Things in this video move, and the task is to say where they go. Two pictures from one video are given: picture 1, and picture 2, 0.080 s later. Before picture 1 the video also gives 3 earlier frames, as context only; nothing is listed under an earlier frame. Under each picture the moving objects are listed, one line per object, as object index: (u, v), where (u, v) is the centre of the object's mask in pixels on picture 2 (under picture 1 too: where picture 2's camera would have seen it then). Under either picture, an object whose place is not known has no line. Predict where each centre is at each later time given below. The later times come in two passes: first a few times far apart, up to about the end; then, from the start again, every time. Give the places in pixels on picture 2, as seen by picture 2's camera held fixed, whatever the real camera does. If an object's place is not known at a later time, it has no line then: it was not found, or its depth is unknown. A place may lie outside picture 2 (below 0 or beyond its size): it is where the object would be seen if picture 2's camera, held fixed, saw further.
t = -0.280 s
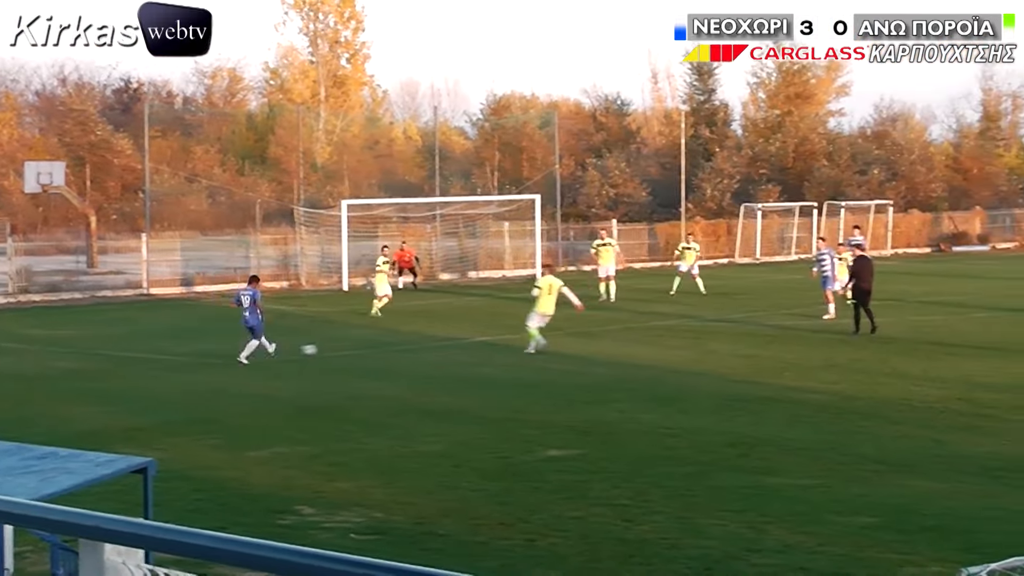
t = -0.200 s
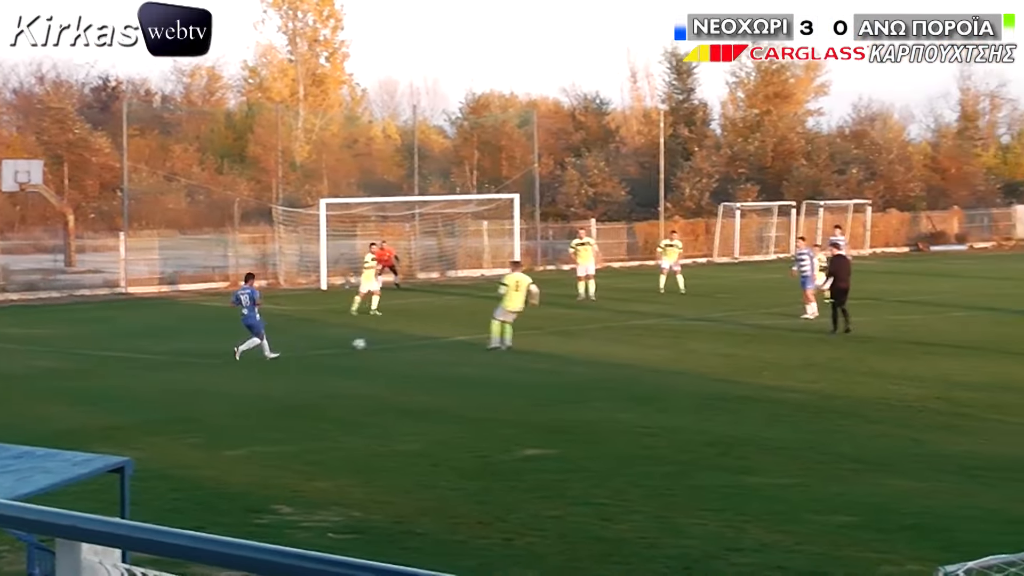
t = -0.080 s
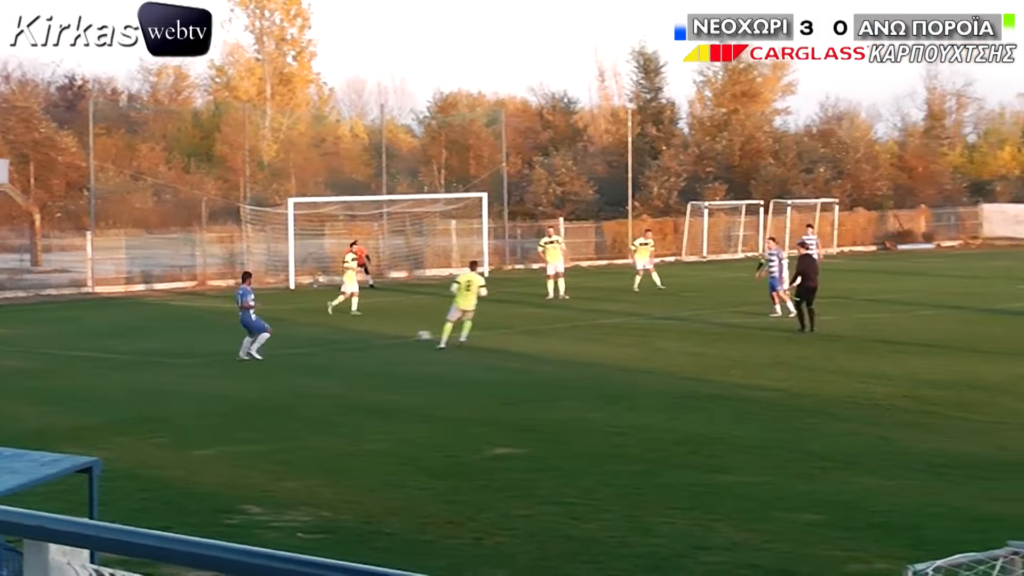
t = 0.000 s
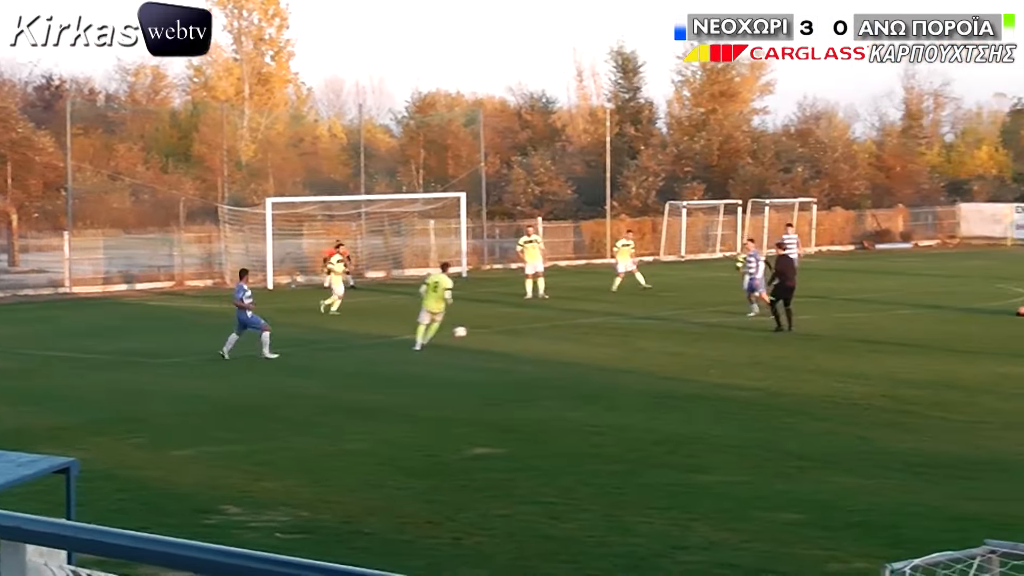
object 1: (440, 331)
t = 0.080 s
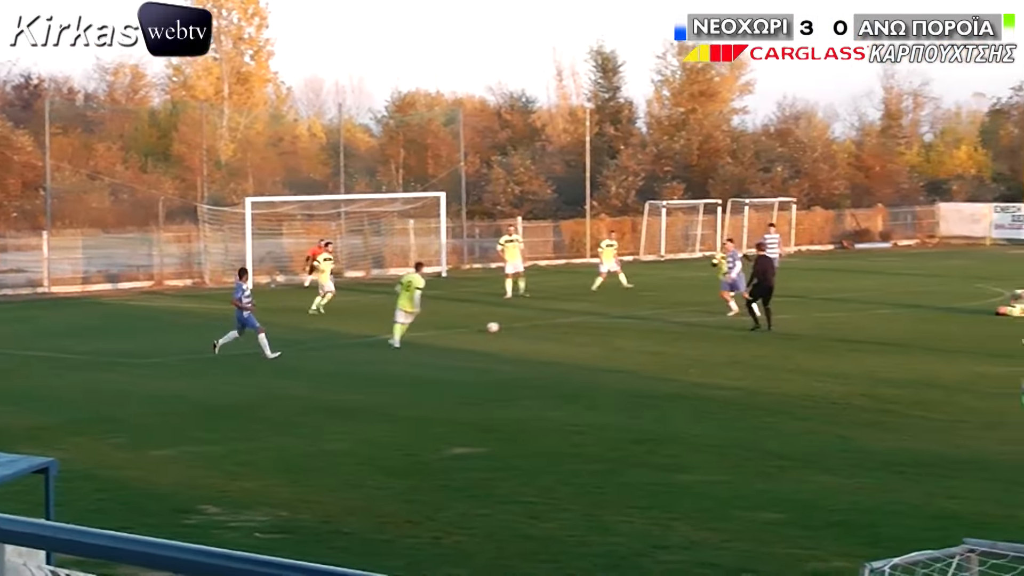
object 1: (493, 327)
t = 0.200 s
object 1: (564, 322)
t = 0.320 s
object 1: (629, 318)
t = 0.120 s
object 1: (518, 326)
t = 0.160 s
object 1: (542, 325)
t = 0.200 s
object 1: (564, 322)
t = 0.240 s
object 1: (587, 320)
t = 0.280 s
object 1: (608, 319)
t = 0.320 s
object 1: (629, 318)
